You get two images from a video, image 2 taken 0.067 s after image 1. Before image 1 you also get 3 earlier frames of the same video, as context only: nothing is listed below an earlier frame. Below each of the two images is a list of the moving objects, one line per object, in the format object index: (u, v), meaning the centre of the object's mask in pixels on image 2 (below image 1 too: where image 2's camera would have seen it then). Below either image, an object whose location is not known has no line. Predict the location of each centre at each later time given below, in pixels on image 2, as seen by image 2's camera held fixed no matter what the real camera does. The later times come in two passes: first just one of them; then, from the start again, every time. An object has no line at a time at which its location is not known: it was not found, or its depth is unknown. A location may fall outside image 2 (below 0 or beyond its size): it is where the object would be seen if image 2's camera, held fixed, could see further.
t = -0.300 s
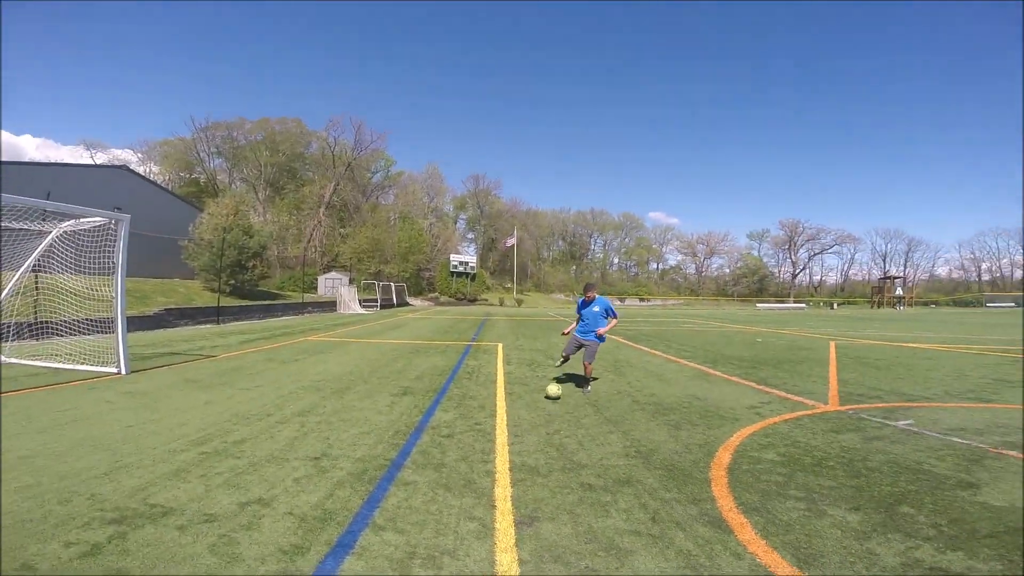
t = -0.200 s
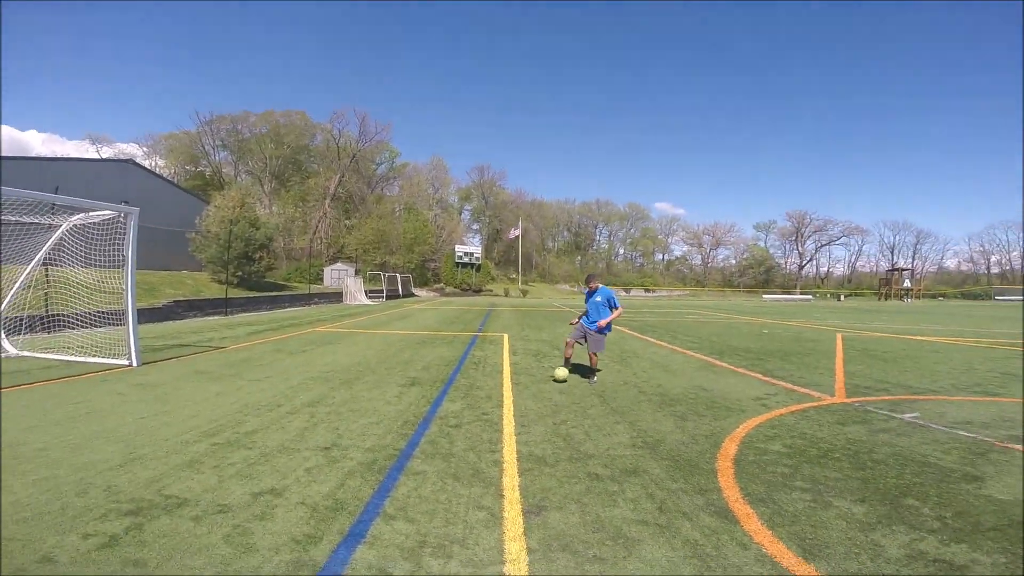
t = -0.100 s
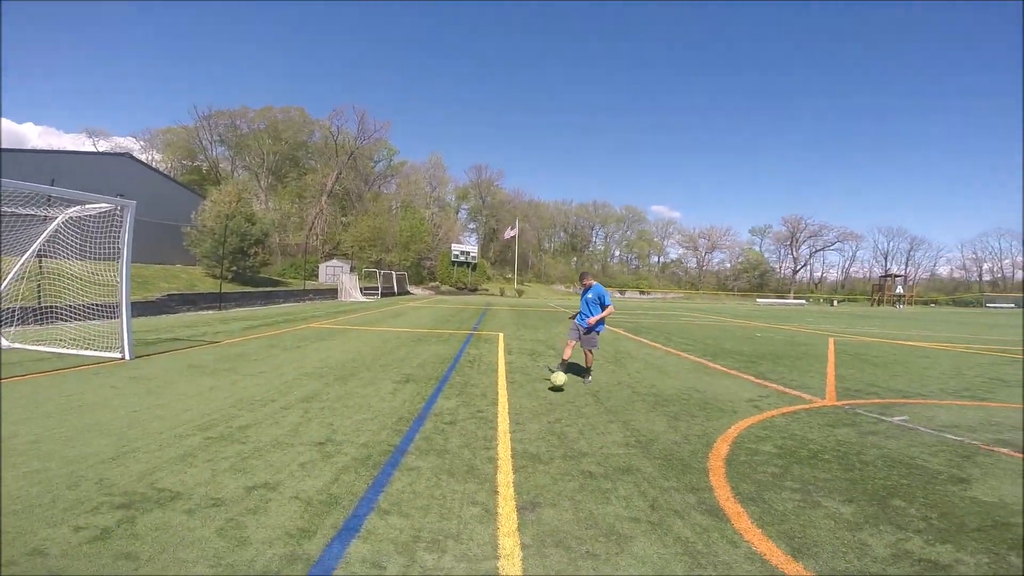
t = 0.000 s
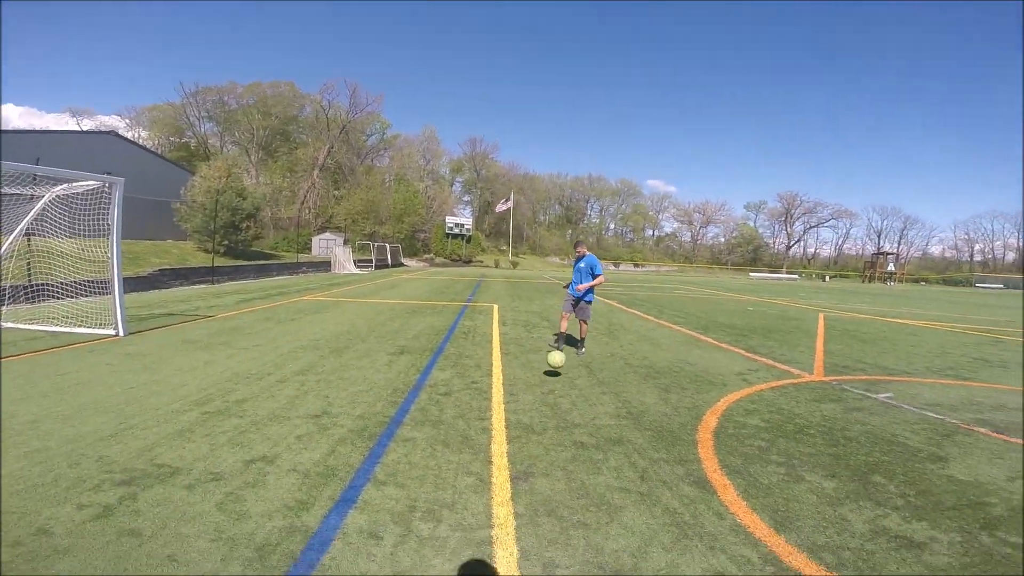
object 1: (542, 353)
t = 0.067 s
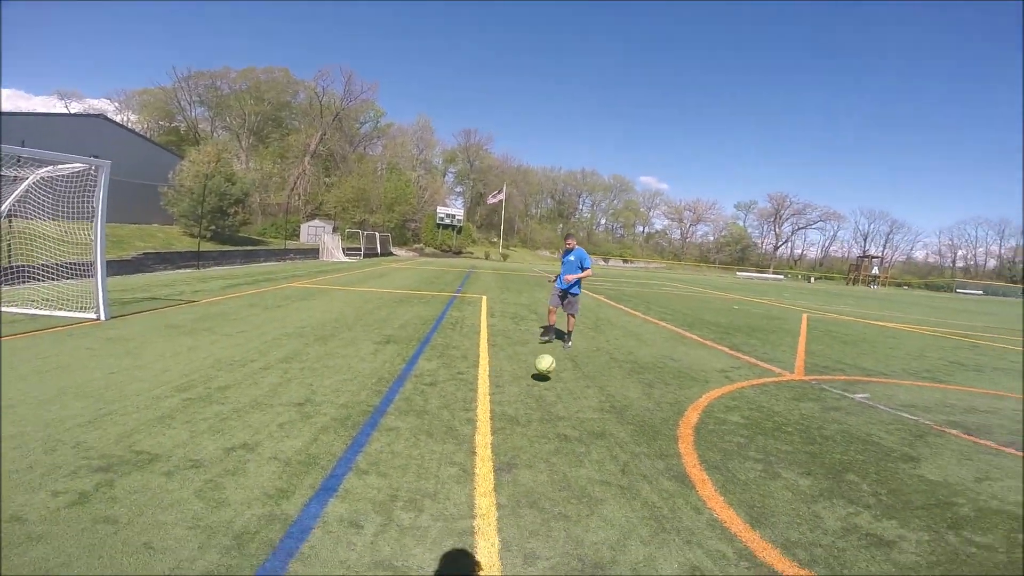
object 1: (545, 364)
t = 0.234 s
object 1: (549, 398)
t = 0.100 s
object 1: (546, 372)
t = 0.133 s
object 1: (547, 382)
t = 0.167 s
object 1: (548, 393)
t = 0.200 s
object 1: (549, 395)
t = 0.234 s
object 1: (549, 398)
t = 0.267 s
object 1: (550, 401)
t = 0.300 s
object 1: (552, 407)
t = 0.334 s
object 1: (553, 415)
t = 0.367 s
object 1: (555, 428)
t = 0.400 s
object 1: (555, 445)
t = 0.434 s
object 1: (557, 465)
